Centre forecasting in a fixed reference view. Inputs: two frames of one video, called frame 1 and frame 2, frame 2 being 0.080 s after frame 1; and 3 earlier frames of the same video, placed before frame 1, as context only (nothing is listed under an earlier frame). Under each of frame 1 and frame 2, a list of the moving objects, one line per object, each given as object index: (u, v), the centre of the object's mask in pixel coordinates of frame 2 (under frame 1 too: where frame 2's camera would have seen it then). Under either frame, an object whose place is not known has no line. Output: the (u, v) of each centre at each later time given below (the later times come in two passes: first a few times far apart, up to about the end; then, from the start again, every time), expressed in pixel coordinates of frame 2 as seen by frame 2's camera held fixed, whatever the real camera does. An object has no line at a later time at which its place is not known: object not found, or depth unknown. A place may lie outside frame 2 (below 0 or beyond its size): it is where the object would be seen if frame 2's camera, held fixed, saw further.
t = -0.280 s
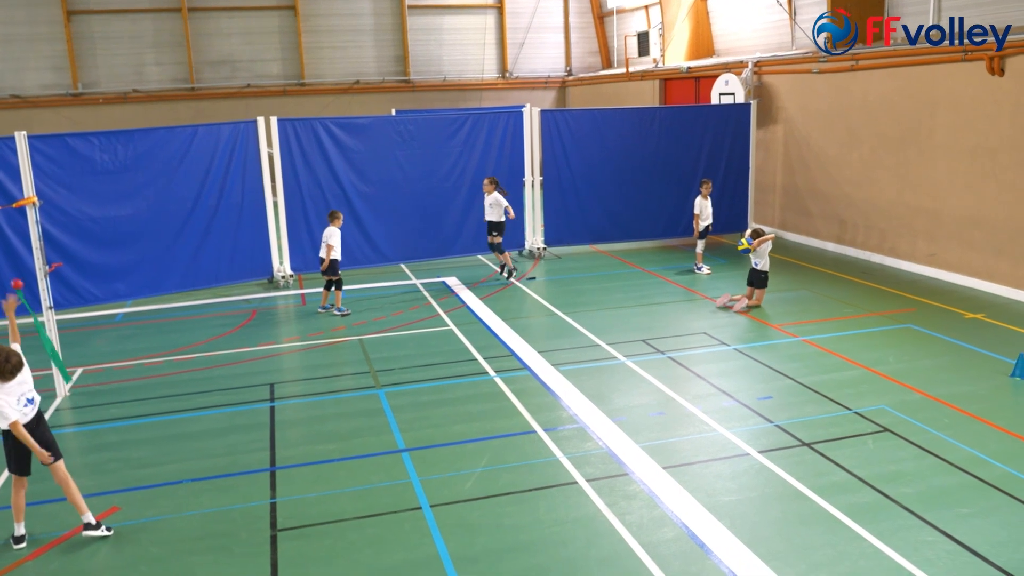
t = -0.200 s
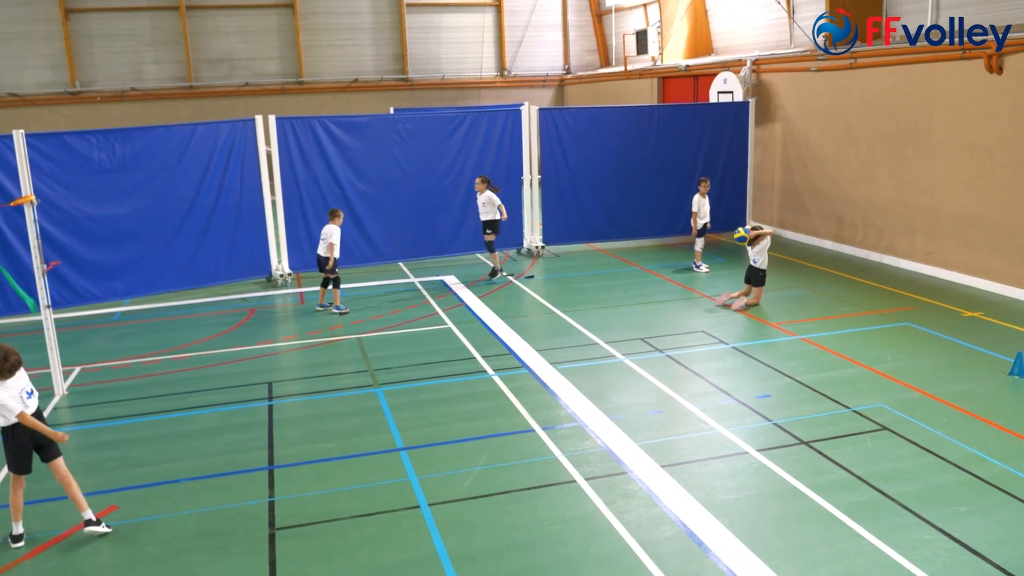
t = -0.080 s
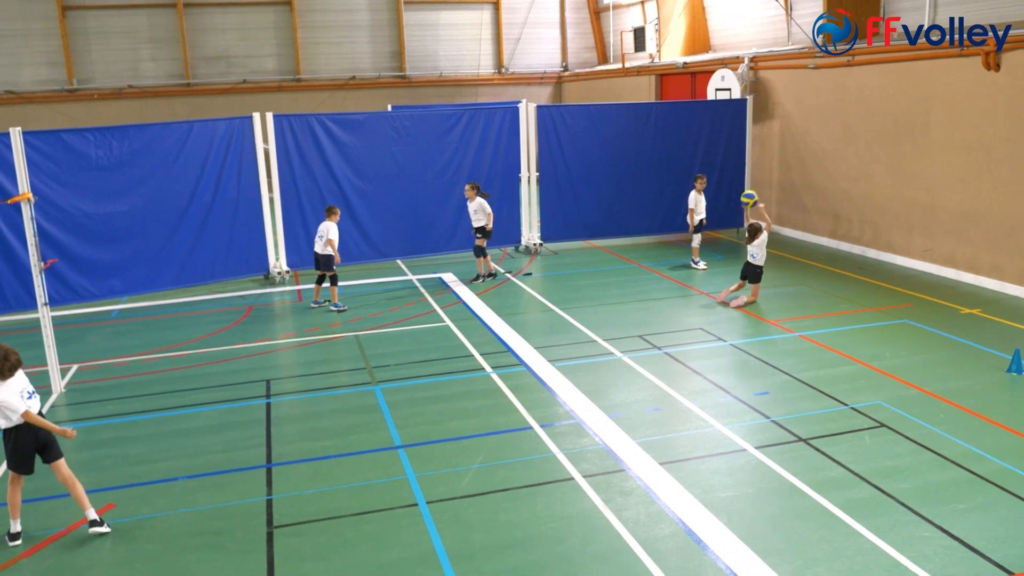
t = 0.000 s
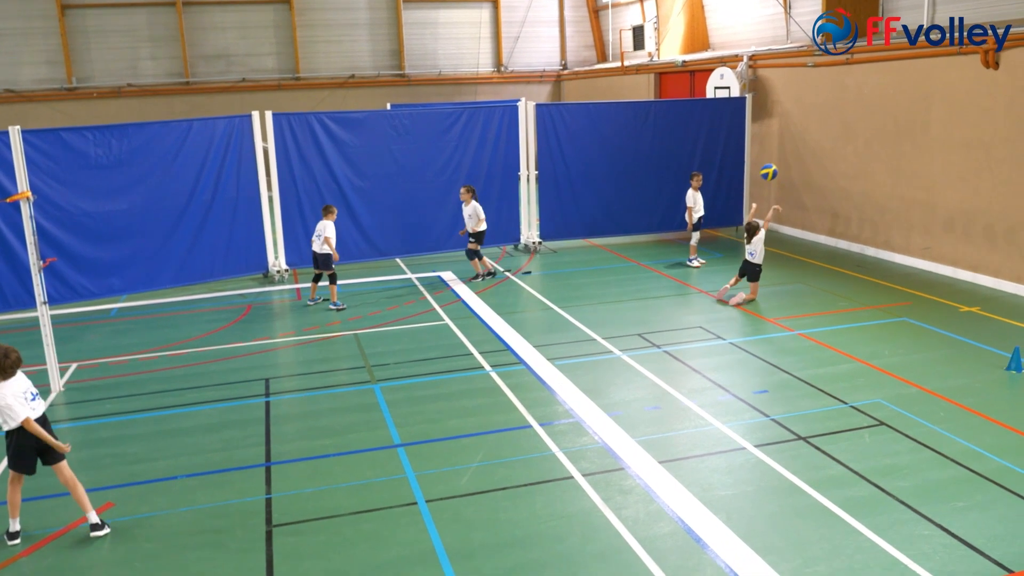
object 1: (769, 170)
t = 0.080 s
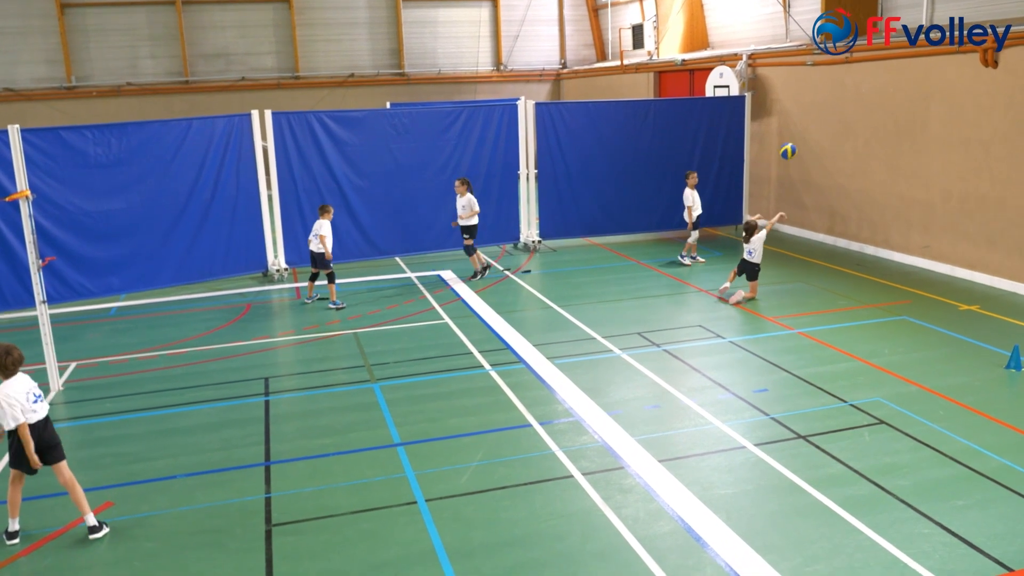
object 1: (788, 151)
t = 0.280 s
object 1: (833, 126)
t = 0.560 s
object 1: (884, 142)
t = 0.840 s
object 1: (898, 199)
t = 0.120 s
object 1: (798, 143)
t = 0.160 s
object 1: (807, 137)
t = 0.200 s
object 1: (816, 132)
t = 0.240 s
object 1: (824, 128)
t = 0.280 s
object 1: (833, 126)
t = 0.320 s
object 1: (841, 124)
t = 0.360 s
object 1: (848, 124)
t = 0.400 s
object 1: (856, 126)
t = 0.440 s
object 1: (863, 128)
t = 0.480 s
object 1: (870, 131)
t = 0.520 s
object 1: (877, 136)
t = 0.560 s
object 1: (884, 142)
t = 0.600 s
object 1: (890, 148)
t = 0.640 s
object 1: (896, 156)
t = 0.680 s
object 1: (902, 164)
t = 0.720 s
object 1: (908, 173)
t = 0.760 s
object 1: (914, 183)
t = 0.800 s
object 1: (906, 190)
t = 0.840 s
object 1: (898, 199)
